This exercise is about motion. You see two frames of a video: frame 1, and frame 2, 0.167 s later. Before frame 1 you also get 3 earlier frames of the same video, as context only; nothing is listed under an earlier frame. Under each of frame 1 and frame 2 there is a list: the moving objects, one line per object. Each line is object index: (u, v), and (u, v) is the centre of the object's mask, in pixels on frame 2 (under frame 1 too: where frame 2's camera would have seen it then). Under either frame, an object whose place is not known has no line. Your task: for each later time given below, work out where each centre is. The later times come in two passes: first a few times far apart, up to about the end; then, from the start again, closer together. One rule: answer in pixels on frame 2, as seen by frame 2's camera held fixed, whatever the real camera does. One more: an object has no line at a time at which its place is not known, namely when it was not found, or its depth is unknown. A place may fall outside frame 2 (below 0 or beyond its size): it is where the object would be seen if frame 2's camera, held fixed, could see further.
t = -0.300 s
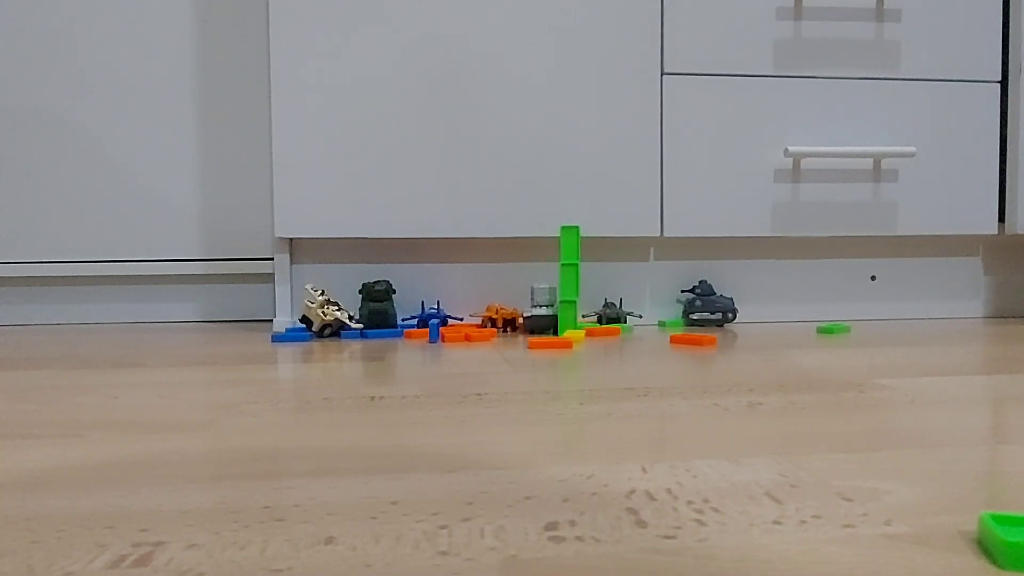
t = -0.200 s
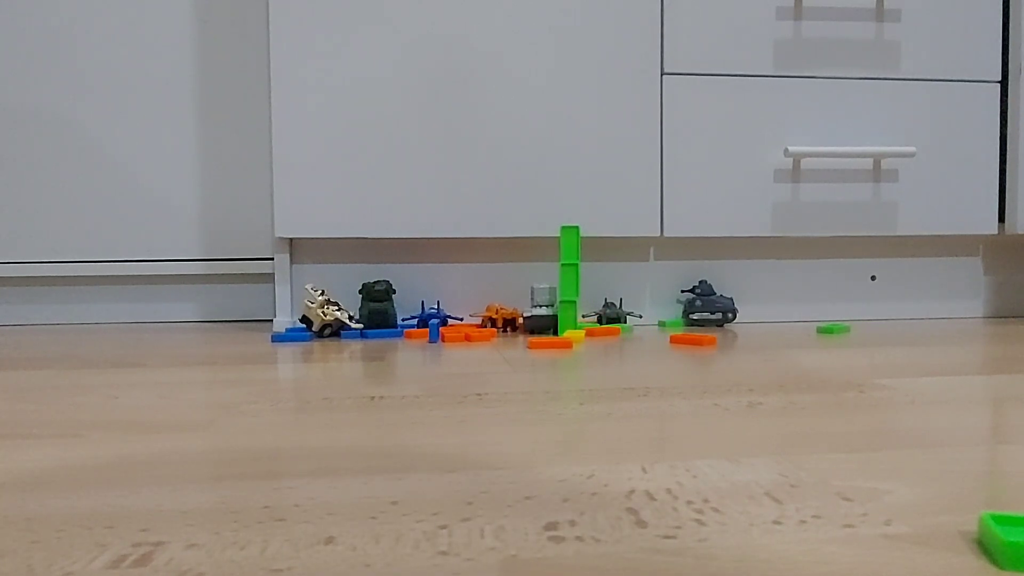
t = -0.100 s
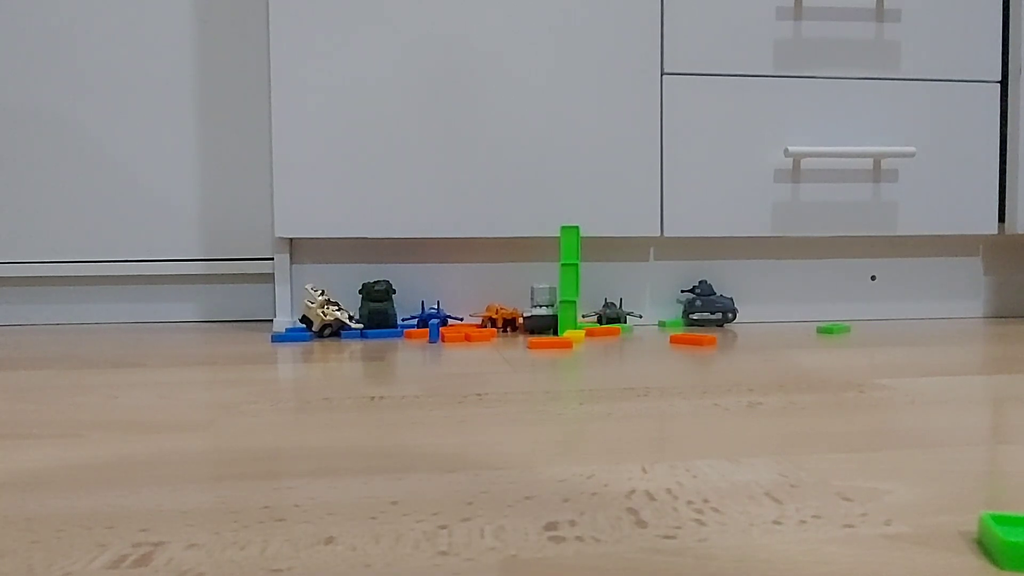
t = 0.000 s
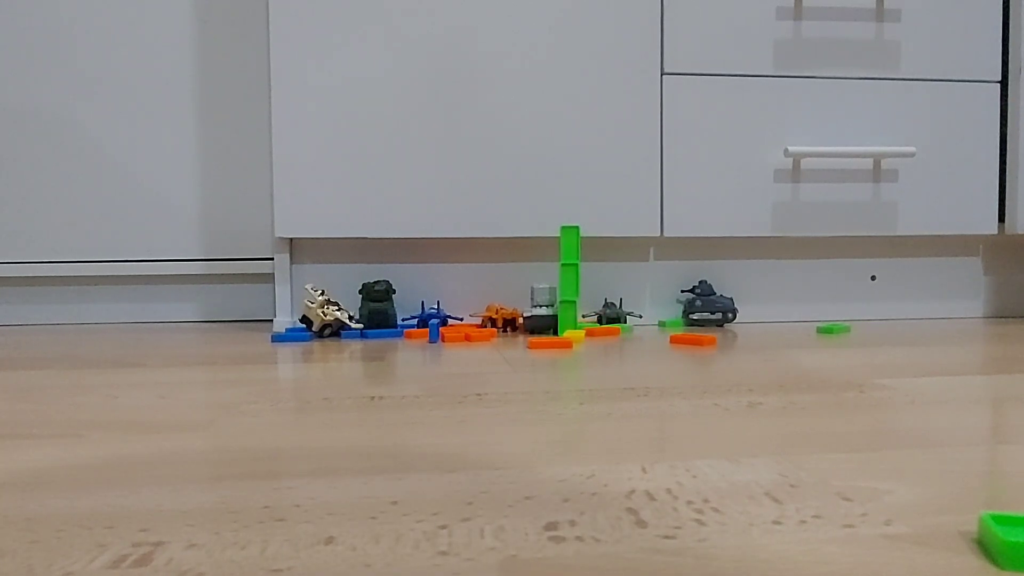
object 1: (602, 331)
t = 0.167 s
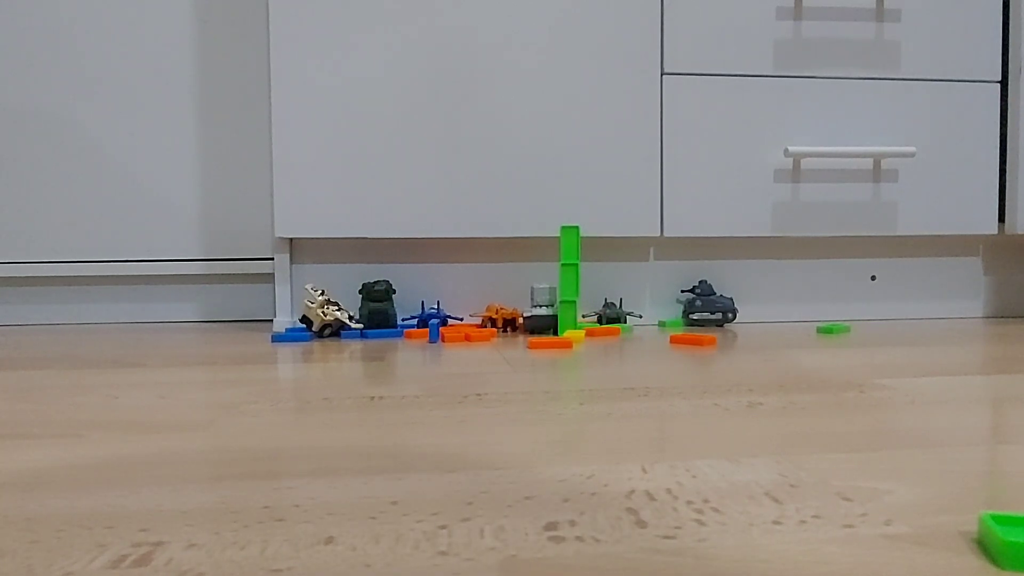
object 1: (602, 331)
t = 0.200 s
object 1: (602, 331)
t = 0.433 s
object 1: (602, 331)
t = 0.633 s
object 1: (601, 331)
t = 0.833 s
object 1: (609, 331)
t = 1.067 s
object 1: (621, 332)
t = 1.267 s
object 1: (622, 332)
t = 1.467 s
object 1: (622, 332)
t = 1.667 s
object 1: (622, 331)
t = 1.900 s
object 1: (622, 331)
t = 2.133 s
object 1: (622, 331)
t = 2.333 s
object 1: (622, 331)
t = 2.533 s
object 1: (622, 331)
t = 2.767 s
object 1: (622, 331)
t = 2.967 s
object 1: (622, 331)
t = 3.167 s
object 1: (622, 331)
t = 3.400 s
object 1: (622, 331)
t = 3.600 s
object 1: (622, 331)
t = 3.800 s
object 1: (622, 331)
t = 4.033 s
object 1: (622, 331)
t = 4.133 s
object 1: (622, 331)
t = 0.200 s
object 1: (602, 331)
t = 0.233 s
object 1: (602, 331)
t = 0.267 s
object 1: (602, 331)
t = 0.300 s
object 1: (602, 331)
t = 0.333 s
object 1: (602, 331)
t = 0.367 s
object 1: (602, 331)
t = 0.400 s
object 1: (602, 331)
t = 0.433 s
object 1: (602, 331)
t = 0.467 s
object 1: (602, 331)
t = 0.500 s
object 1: (602, 331)
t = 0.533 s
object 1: (603, 330)
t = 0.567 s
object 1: (601, 331)
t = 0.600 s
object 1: (601, 331)
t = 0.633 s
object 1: (601, 331)
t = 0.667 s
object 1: (602, 331)
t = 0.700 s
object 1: (603, 331)
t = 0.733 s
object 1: (606, 331)
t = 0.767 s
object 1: (606, 331)
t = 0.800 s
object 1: (607, 331)
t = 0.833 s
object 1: (609, 331)
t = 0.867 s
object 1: (611, 331)
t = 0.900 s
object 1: (612, 331)
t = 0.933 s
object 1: (616, 332)
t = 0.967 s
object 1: (619, 332)
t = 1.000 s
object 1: (620, 332)
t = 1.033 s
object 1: (621, 332)
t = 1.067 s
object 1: (621, 332)
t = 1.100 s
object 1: (622, 332)
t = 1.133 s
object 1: (622, 332)
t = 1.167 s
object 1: (622, 332)
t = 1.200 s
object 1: (622, 332)
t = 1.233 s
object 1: (622, 332)
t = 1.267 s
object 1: (622, 332)
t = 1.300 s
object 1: (622, 332)
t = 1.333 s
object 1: (622, 332)
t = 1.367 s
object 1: (622, 332)
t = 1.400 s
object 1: (622, 332)
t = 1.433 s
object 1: (622, 332)
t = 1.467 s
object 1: (622, 332)
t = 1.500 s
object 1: (622, 332)
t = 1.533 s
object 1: (622, 332)
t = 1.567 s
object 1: (622, 331)
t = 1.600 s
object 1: (622, 331)
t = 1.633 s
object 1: (622, 331)
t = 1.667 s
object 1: (622, 331)
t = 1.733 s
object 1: (622, 331)
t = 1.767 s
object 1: (622, 331)
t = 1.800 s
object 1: (622, 331)
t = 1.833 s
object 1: (622, 331)
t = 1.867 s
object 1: (622, 331)
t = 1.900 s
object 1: (622, 331)
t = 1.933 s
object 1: (622, 331)
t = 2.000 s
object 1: (622, 331)
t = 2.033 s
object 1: (622, 331)
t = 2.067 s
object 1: (622, 331)
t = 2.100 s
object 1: (622, 331)
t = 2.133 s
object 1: (622, 331)
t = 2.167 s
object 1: (622, 331)
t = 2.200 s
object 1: (622, 331)
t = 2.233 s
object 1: (622, 331)
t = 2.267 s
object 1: (622, 331)
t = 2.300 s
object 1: (622, 331)
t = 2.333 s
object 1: (622, 331)
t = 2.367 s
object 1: (622, 331)
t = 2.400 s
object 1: (622, 331)
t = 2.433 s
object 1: (622, 331)
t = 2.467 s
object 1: (622, 331)
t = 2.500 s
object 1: (622, 331)
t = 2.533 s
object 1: (622, 331)
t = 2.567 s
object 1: (622, 331)
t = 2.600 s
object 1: (622, 331)
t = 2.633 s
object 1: (622, 331)
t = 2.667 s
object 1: (622, 331)
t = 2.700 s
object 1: (622, 331)
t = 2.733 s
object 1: (622, 331)
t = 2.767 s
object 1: (622, 331)
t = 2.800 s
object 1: (622, 331)
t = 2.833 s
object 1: (622, 331)
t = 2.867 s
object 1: (622, 331)
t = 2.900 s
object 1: (622, 331)
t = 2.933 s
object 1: (622, 331)
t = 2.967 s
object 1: (622, 331)
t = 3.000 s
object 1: (622, 331)
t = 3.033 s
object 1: (622, 331)
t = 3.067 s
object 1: (622, 331)
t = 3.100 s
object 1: (622, 331)
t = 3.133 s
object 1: (622, 331)
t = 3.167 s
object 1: (622, 331)
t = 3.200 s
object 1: (622, 331)
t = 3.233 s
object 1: (622, 331)
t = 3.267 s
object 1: (622, 331)
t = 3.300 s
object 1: (622, 331)
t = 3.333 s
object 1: (622, 331)
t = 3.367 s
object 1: (622, 331)
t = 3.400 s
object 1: (622, 331)
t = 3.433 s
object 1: (622, 331)
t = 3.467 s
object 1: (622, 331)
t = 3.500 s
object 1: (622, 331)
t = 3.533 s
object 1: (622, 331)
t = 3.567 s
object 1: (622, 331)
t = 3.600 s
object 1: (622, 331)
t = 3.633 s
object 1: (622, 331)
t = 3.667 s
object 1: (622, 331)
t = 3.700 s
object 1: (622, 331)
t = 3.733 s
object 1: (622, 331)
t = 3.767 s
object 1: (622, 331)
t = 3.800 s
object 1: (622, 331)
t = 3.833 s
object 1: (622, 331)
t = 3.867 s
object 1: (622, 331)
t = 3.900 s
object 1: (622, 331)
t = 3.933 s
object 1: (622, 331)
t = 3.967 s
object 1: (622, 331)
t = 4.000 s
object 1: (622, 331)
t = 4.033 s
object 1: (622, 331)
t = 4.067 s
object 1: (622, 331)
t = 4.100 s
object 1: (622, 331)
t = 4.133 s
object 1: (622, 331)
